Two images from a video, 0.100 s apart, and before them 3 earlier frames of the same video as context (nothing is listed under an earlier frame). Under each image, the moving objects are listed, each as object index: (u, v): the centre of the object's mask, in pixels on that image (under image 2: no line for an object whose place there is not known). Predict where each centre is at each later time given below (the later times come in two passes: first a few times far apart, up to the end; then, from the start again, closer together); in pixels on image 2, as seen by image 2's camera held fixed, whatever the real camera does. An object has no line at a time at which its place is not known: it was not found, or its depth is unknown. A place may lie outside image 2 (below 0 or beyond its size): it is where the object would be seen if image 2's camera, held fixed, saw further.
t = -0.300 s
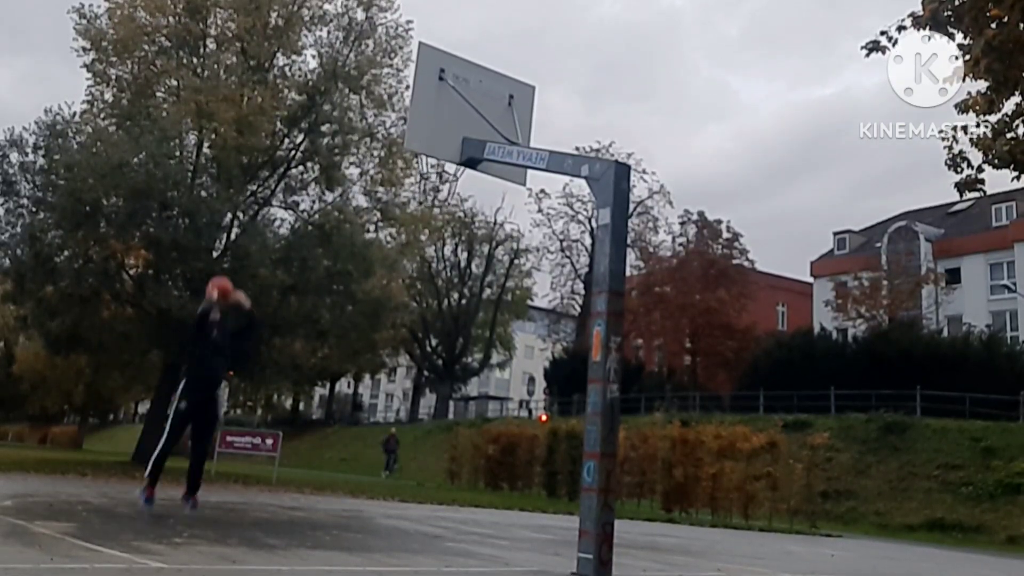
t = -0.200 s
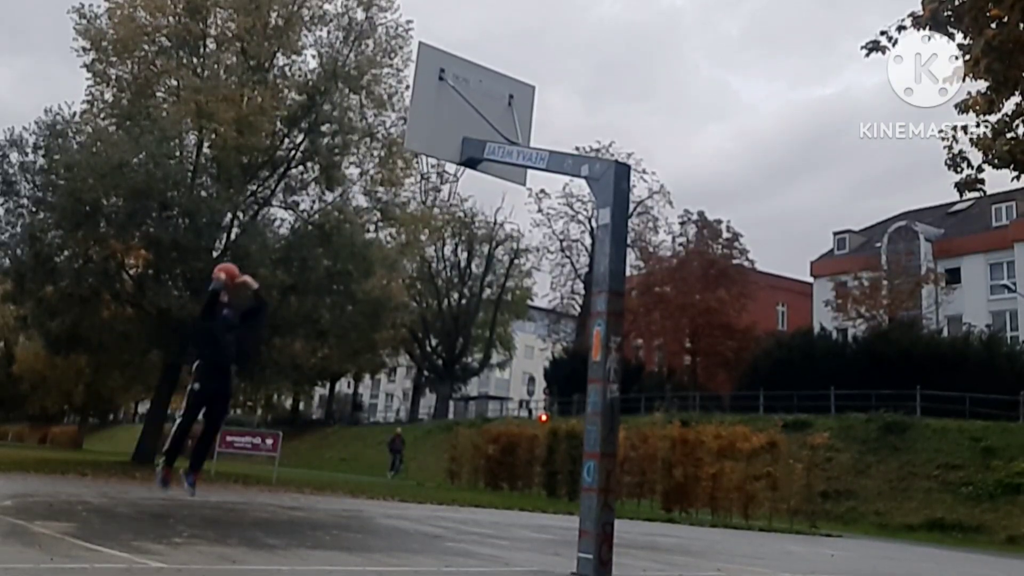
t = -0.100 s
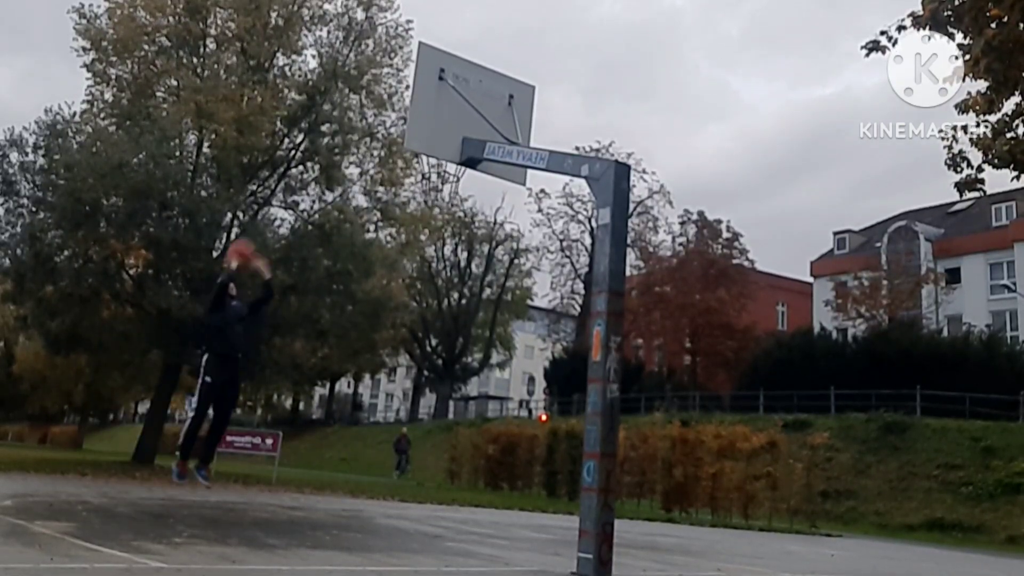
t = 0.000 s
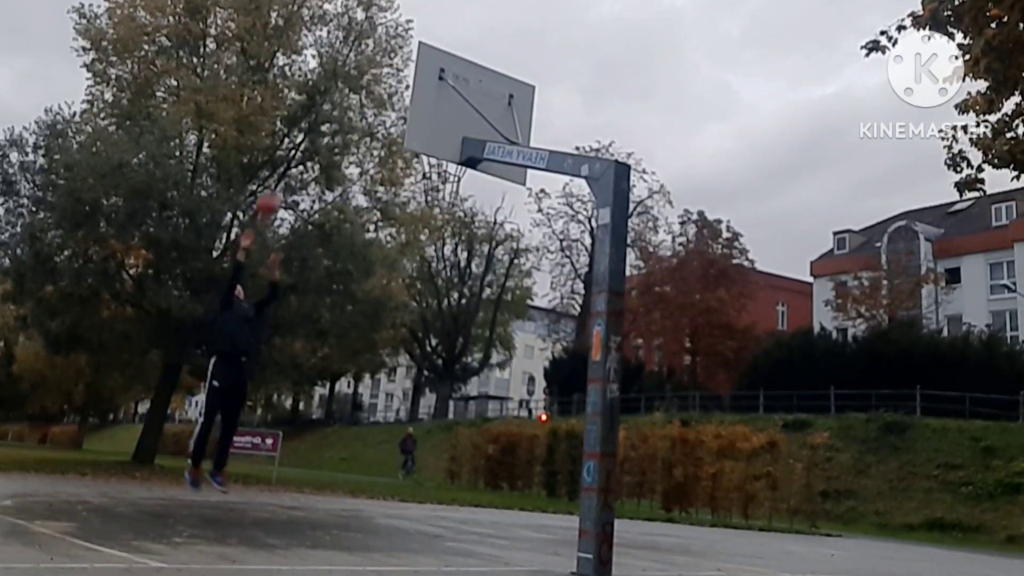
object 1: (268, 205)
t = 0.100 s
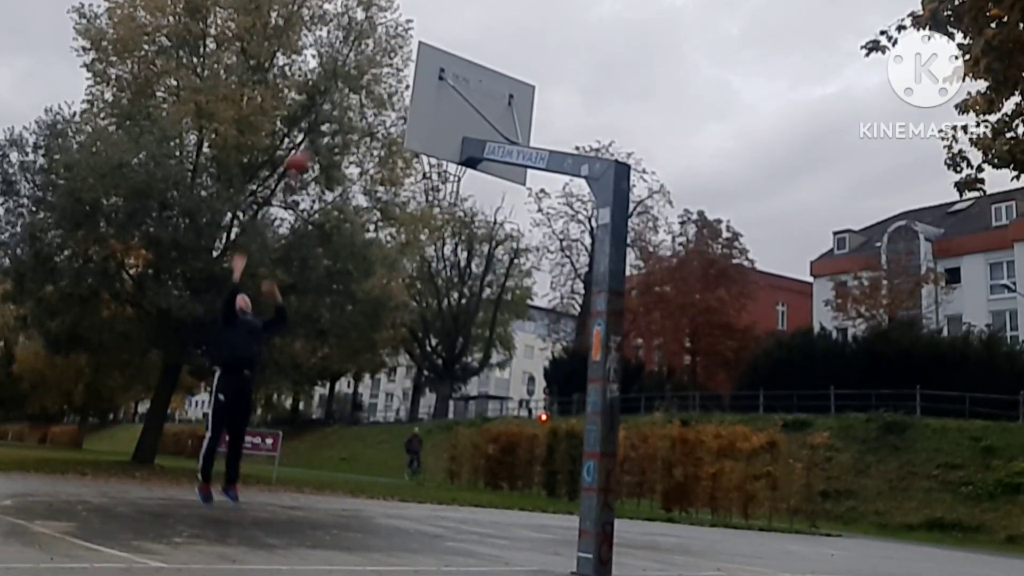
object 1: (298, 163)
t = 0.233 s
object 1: (336, 121)
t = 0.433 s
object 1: (388, 90)
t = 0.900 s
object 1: (488, 179)
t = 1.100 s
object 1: (458, 290)
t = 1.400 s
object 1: (408, 504)
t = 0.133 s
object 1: (309, 150)
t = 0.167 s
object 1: (316, 141)
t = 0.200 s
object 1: (325, 130)
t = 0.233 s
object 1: (336, 121)
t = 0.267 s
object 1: (345, 114)
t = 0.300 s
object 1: (353, 107)
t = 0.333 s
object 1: (363, 100)
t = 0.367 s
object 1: (371, 97)
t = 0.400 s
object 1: (379, 93)
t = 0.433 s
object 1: (388, 90)
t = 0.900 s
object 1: (488, 179)
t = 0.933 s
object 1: (485, 191)
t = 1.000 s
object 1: (474, 230)
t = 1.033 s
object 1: (470, 246)
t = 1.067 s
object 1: (464, 270)
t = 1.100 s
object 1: (458, 290)
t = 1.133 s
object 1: (453, 319)
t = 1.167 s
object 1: (449, 338)
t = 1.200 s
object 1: (442, 364)
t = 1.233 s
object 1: (438, 386)
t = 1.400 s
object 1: (408, 504)
